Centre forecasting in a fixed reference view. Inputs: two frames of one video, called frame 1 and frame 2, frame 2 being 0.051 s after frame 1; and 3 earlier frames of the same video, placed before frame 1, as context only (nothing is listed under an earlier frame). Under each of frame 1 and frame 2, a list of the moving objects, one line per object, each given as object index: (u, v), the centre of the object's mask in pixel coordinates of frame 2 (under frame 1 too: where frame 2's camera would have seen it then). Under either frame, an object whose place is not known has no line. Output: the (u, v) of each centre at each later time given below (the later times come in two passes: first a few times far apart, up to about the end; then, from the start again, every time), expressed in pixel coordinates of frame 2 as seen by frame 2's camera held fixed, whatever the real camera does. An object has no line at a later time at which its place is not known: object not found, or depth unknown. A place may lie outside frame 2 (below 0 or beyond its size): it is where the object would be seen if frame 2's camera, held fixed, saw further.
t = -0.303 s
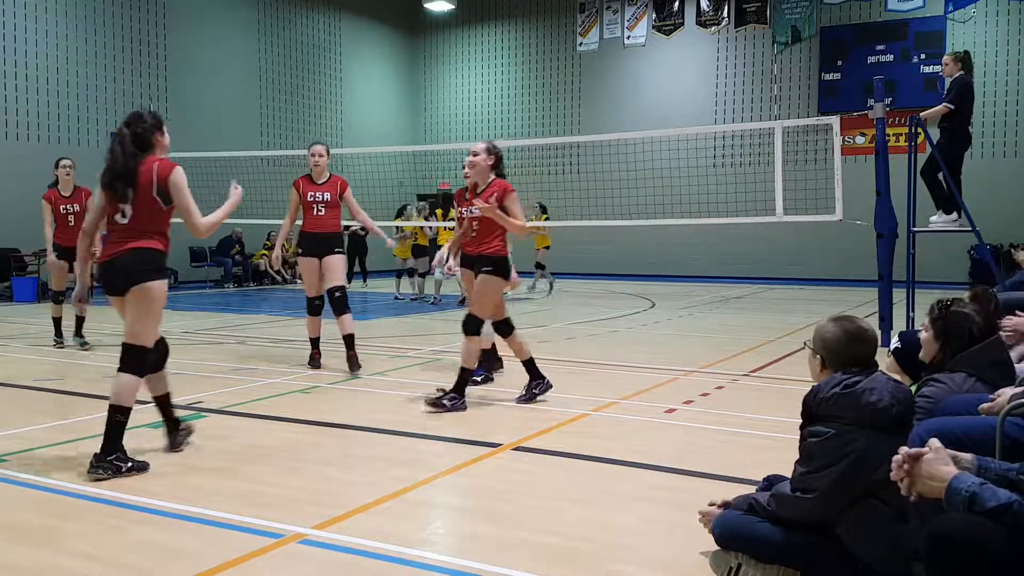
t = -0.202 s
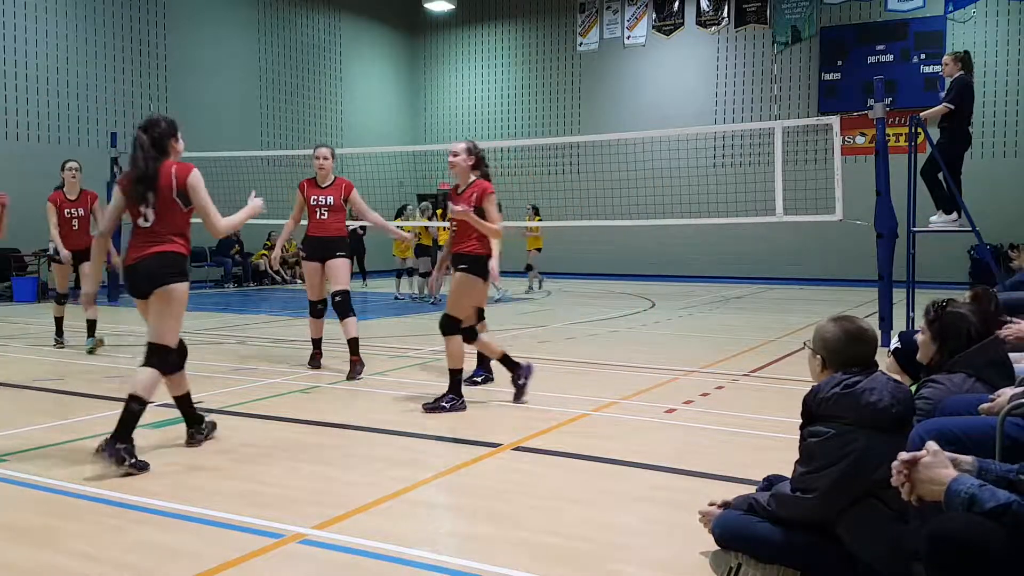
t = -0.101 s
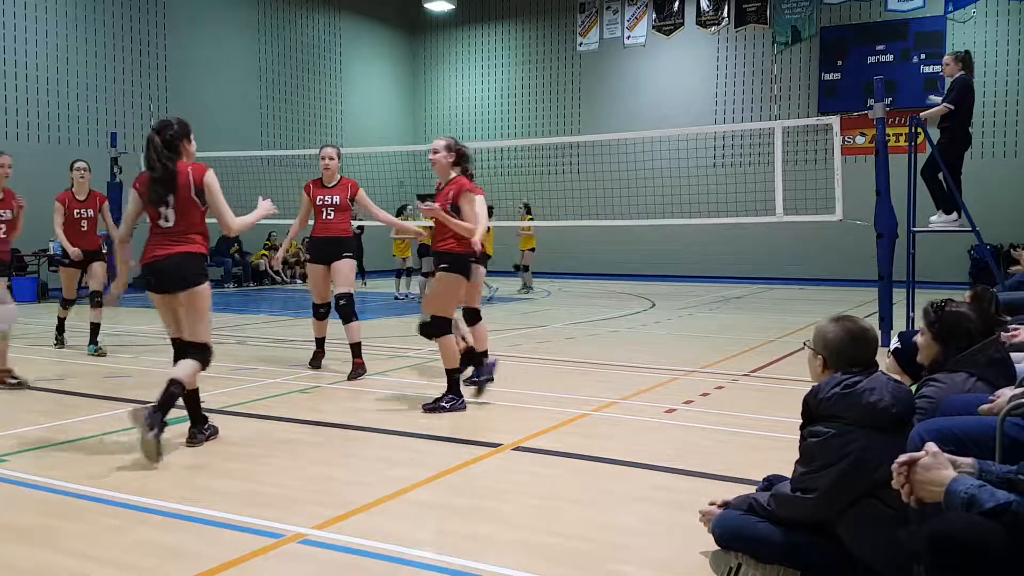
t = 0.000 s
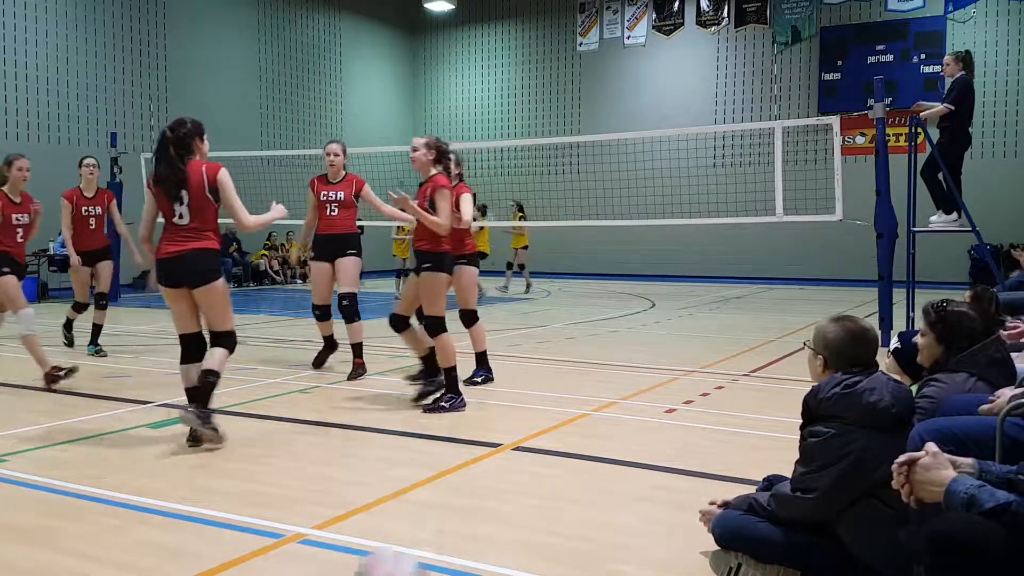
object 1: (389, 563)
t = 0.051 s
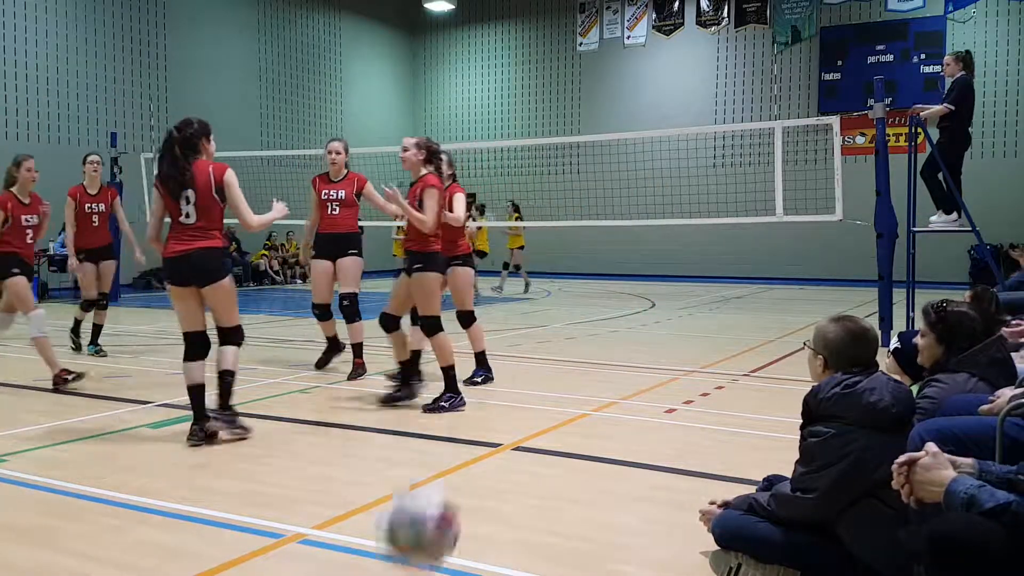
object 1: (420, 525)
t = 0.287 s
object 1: (518, 426)
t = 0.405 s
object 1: (545, 445)
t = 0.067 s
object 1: (432, 508)
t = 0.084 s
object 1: (440, 494)
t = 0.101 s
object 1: (449, 480)
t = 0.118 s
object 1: (458, 470)
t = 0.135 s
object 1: (465, 460)
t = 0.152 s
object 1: (471, 451)
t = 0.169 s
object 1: (479, 442)
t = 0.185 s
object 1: (487, 438)
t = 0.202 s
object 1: (491, 435)
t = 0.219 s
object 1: (499, 432)
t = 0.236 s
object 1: (504, 428)
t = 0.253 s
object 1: (509, 427)
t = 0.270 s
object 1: (513, 426)
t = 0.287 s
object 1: (518, 426)
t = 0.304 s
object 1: (524, 426)
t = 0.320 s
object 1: (528, 429)
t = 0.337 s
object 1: (532, 430)
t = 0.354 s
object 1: (535, 433)
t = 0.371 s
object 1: (539, 436)
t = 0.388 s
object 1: (543, 440)
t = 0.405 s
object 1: (545, 445)
